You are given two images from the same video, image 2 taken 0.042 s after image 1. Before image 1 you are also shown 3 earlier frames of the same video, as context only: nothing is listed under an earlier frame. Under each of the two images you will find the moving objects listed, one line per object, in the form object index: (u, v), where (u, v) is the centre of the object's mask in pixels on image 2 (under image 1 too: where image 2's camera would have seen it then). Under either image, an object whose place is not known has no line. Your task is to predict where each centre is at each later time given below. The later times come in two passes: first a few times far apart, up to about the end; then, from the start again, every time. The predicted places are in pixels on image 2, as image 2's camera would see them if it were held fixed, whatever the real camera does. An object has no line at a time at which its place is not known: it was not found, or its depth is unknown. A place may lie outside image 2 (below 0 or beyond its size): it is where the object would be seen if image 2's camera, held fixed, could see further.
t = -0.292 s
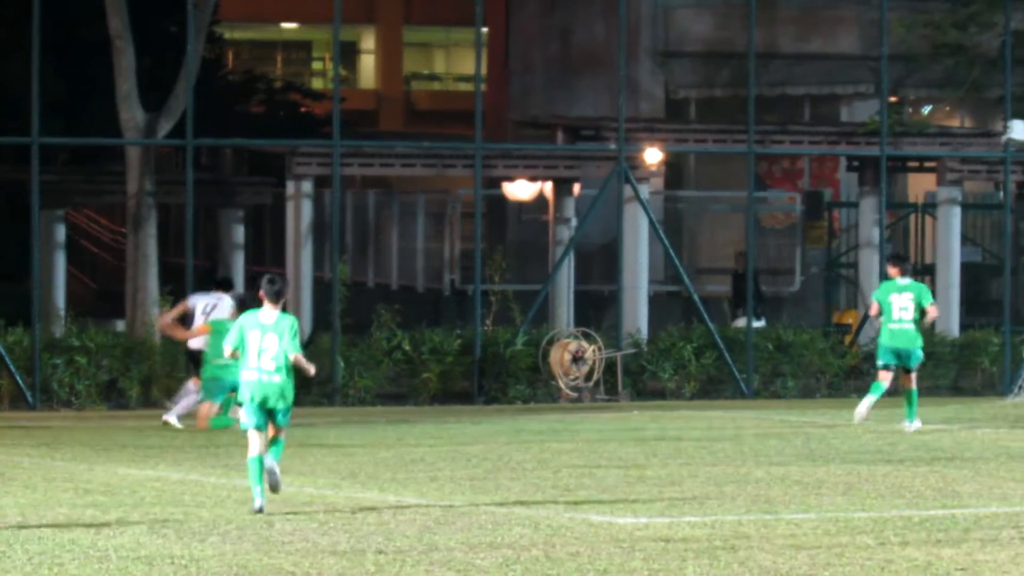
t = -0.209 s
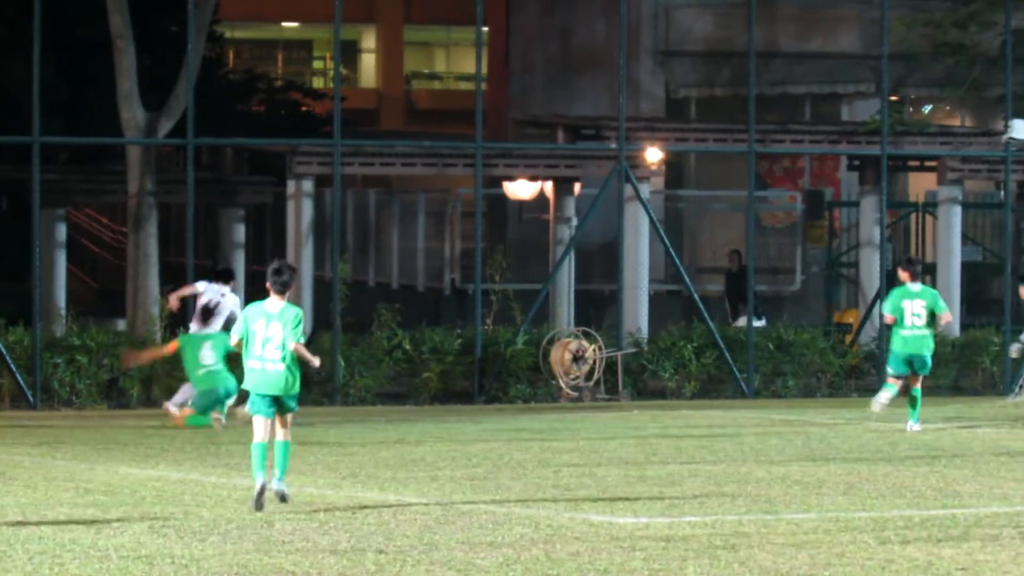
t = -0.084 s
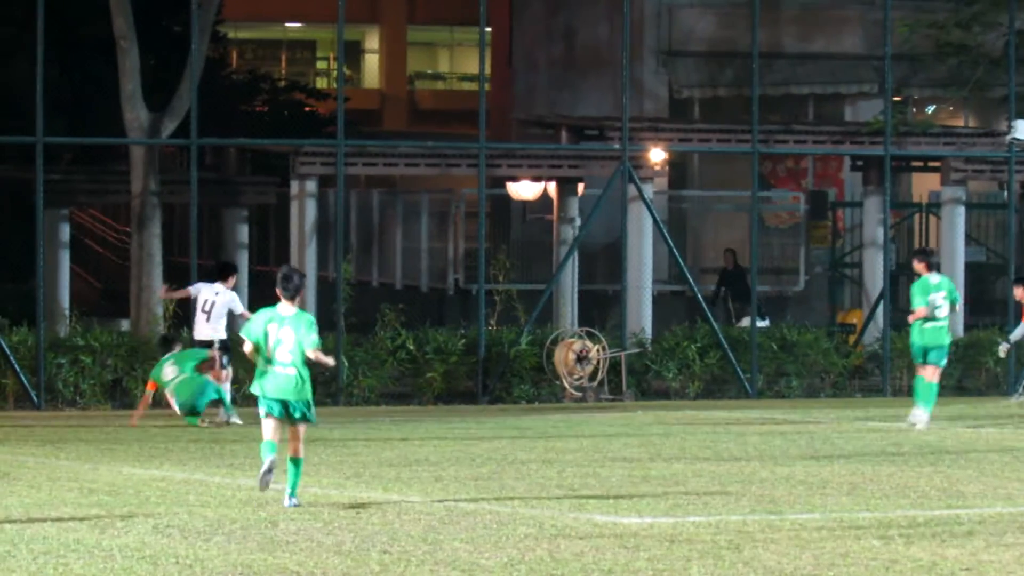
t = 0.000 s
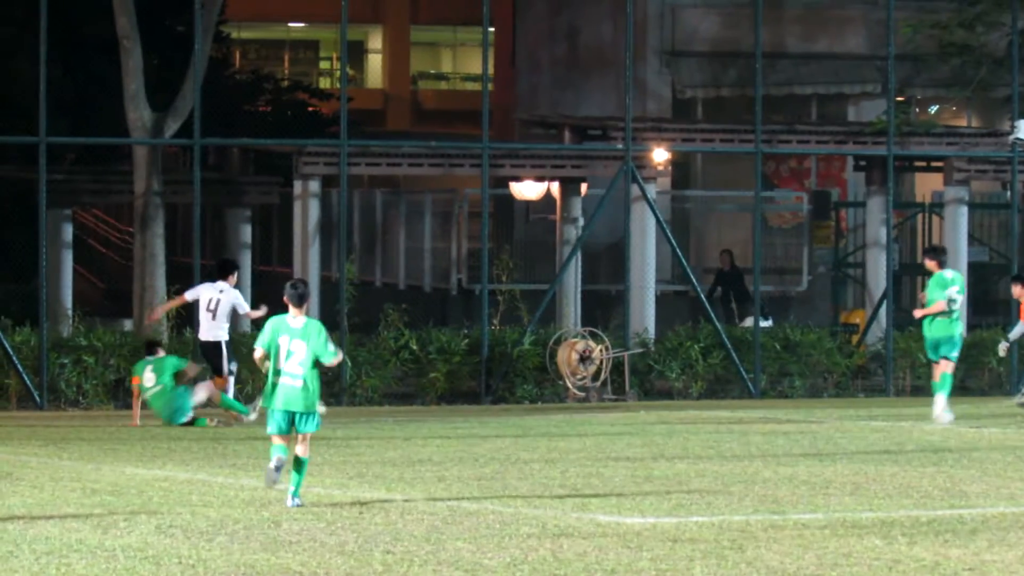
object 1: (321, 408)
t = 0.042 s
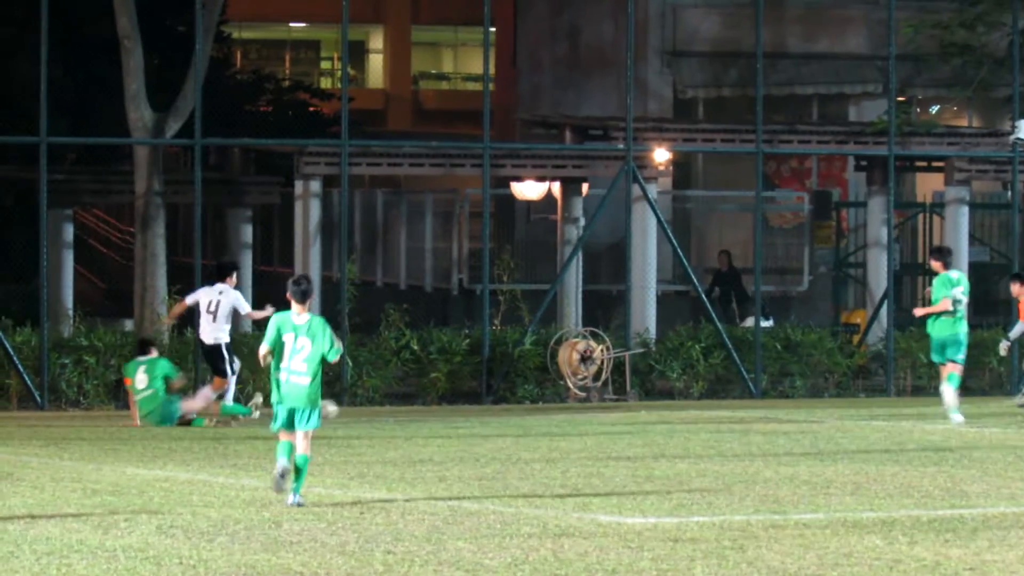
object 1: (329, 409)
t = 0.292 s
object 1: (385, 409)
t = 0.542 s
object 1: (436, 408)
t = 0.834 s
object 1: (490, 406)
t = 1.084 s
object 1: (533, 405)
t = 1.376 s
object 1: (577, 401)
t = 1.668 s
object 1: (618, 400)
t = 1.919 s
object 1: (648, 399)
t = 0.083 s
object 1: (335, 409)
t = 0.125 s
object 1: (345, 408)
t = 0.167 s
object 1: (356, 410)
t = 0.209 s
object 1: (365, 408)
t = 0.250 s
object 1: (375, 408)
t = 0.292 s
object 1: (385, 409)
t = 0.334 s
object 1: (395, 408)
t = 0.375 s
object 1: (403, 406)
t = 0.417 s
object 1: (411, 404)
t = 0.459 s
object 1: (418, 404)
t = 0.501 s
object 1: (426, 405)
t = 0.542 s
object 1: (436, 408)
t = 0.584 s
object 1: (445, 408)
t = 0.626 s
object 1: (453, 407)
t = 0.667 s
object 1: (461, 407)
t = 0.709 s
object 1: (468, 408)
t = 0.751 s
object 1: (475, 408)
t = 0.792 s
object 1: (483, 406)
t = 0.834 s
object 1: (490, 406)
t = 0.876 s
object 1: (498, 407)
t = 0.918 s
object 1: (505, 407)
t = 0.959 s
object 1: (512, 405)
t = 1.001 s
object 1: (519, 405)
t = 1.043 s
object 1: (526, 405)
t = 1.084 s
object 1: (533, 405)
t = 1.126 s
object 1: (540, 405)
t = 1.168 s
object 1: (546, 405)
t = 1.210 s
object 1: (553, 404)
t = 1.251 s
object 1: (559, 403)
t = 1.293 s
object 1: (566, 404)
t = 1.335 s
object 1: (572, 403)
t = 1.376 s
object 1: (577, 401)
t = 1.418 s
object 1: (584, 401)
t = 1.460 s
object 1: (590, 402)
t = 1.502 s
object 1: (596, 401)
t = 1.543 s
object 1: (601, 401)
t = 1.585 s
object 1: (607, 401)
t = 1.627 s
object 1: (613, 401)
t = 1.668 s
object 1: (618, 400)
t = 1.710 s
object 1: (624, 399)
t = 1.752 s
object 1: (629, 399)
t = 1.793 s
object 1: (634, 399)
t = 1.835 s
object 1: (639, 400)
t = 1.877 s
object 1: (643, 398)
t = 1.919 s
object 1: (648, 399)
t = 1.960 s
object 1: (653, 399)
